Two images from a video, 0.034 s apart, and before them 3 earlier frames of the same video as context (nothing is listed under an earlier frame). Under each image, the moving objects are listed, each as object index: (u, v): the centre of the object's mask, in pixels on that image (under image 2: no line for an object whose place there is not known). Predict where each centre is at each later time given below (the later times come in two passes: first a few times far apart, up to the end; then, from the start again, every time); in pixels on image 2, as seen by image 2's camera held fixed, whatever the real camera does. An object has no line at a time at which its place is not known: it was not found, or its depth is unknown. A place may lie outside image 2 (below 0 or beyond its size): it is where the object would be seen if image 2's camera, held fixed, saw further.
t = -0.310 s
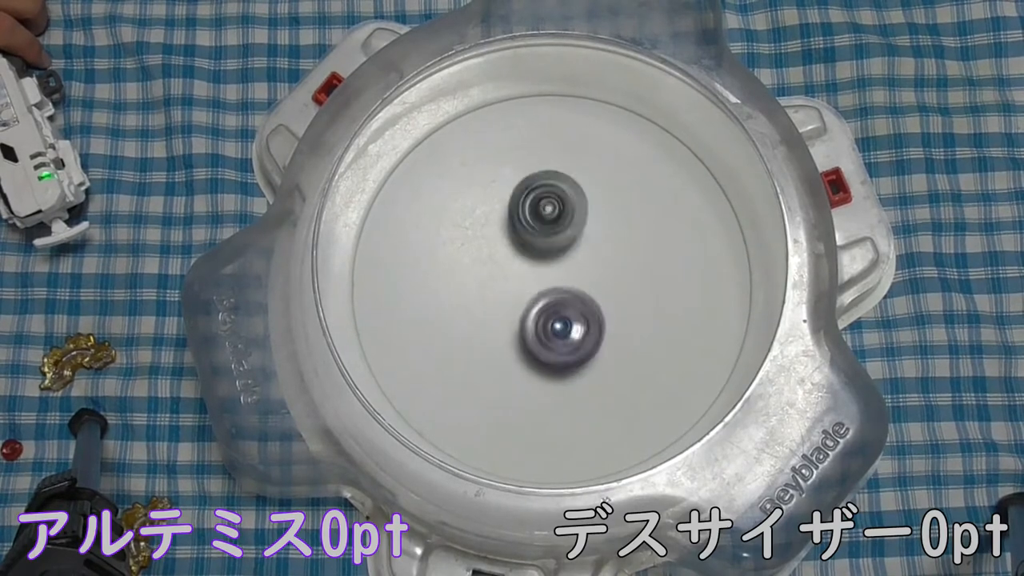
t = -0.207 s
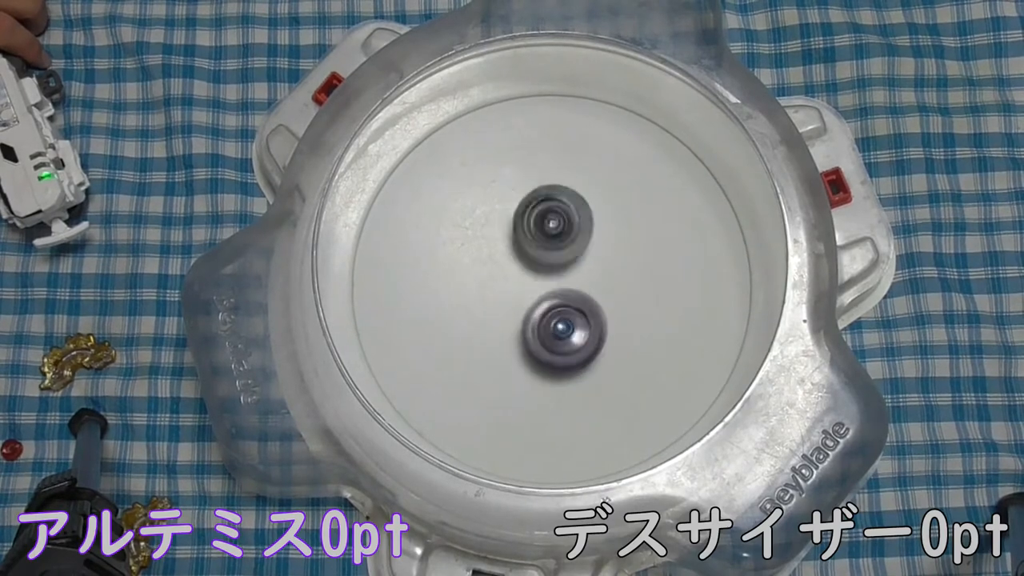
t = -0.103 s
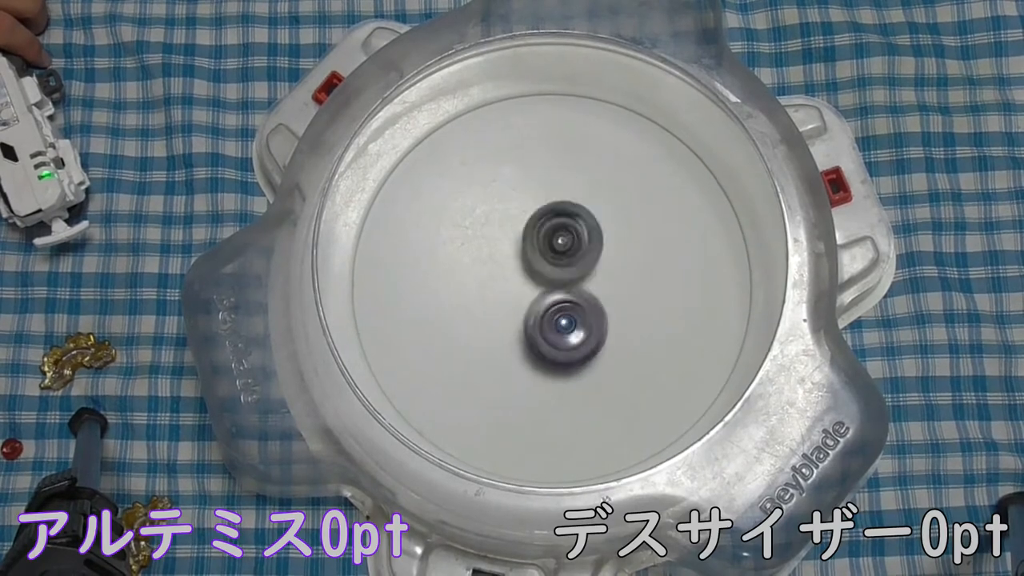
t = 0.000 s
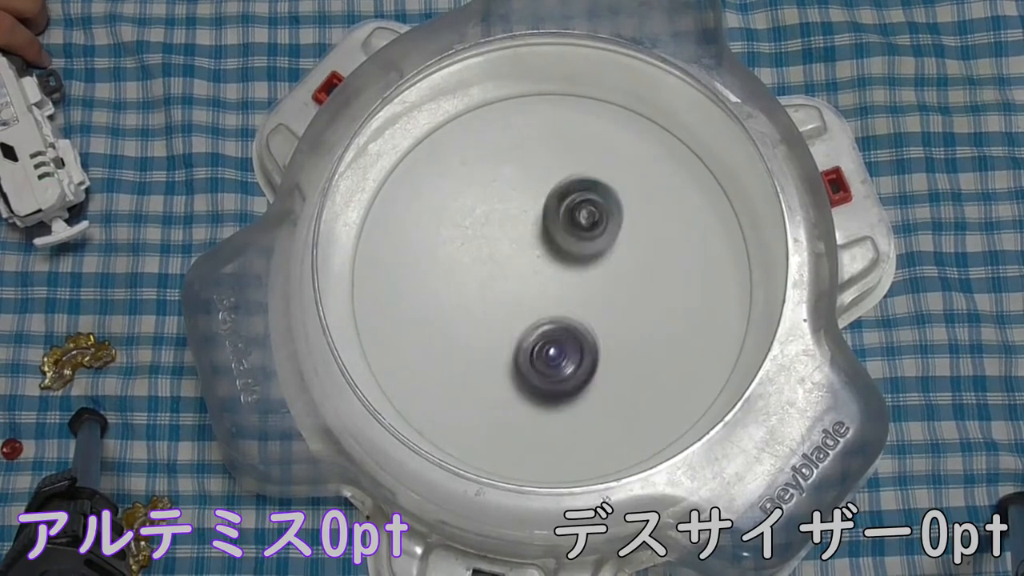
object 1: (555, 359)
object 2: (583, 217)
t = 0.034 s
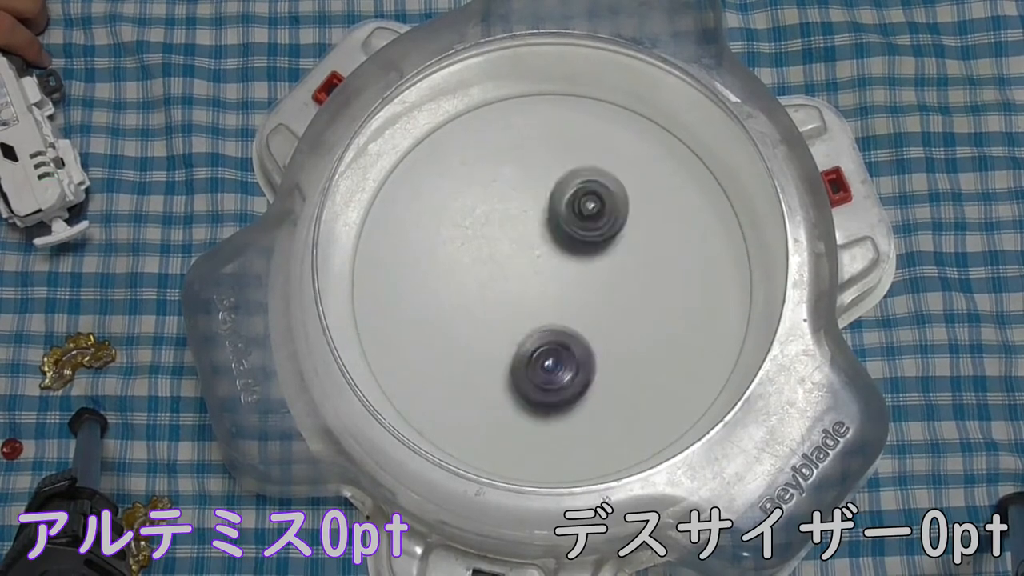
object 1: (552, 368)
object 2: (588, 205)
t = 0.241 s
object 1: (538, 379)
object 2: (594, 180)
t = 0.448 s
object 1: (523, 331)
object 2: (575, 223)
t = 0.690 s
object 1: (482, 268)
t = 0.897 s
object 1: (483, 241)
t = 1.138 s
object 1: (534, 232)
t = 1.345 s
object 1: (592, 240)
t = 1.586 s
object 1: (619, 277)
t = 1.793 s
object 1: (596, 304)
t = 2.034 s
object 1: (537, 326)
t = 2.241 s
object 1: (499, 314)
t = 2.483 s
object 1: (500, 269)
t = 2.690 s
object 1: (531, 235)
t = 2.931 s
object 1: (576, 218)
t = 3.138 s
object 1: (597, 240)
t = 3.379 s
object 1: (629, 277)
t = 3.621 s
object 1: (608, 312)
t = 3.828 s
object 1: (569, 337)
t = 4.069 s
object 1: (511, 321)
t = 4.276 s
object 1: (487, 275)
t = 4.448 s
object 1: (495, 243)
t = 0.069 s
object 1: (549, 374)
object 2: (591, 200)
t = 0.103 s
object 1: (547, 380)
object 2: (592, 194)
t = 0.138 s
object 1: (544, 384)
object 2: (593, 189)
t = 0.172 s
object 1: (542, 384)
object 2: (593, 186)
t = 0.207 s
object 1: (540, 382)
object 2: (595, 182)
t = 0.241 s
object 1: (538, 379)
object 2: (594, 180)
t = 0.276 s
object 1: (538, 376)
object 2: (592, 180)
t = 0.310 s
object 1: (539, 371)
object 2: (590, 184)
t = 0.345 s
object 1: (537, 366)
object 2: (586, 191)
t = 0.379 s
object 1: (530, 352)
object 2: (580, 205)
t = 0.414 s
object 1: (527, 340)
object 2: (576, 216)
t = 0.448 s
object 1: (523, 331)
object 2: (575, 223)
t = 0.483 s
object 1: (518, 319)
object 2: (570, 236)
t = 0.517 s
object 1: (514, 307)
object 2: (567, 246)
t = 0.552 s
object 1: (504, 299)
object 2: (570, 249)
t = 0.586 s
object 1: (497, 290)
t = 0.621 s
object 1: (492, 283)
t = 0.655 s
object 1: (486, 274)
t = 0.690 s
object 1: (482, 268)
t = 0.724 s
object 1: (478, 261)
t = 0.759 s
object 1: (478, 256)
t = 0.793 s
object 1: (476, 250)
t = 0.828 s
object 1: (477, 245)
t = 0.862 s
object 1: (480, 243)
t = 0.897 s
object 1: (483, 241)
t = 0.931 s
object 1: (487, 238)
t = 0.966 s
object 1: (492, 238)
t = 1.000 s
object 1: (499, 236)
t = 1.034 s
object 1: (506, 233)
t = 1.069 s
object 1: (514, 233)
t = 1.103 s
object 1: (523, 233)
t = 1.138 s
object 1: (534, 232)
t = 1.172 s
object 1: (542, 233)
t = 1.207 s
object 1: (553, 233)
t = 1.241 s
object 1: (563, 234)
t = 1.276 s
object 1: (573, 235)
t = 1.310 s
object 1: (583, 237)
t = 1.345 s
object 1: (592, 240)
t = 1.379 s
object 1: (599, 243)
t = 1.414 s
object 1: (611, 251)
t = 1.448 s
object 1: (614, 256)
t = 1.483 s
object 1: (618, 261)
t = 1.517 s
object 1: (620, 264)
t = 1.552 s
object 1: (620, 270)
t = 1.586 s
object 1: (619, 277)
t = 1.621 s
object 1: (618, 279)
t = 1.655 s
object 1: (615, 284)
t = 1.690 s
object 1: (613, 289)
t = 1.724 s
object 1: (608, 293)
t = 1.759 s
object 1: (601, 302)
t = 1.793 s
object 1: (596, 304)
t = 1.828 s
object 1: (589, 310)
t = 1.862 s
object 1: (581, 314)
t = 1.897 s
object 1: (573, 318)
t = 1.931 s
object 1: (564, 322)
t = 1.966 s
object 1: (554, 324)
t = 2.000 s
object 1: (545, 326)
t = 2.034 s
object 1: (537, 326)
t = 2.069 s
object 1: (529, 327)
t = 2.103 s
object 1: (521, 325)
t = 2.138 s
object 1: (514, 324)
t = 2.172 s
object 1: (509, 322)
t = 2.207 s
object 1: (504, 318)
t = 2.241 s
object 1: (499, 314)
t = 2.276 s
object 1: (496, 309)
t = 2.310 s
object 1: (494, 304)
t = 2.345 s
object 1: (494, 299)
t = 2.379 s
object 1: (493, 294)
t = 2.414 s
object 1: (493, 286)
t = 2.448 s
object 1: (498, 274)
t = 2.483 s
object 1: (500, 269)
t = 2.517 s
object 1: (503, 262)
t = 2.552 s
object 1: (508, 255)
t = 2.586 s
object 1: (514, 250)
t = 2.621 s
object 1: (519, 245)
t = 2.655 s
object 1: (524, 240)
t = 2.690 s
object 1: (531, 235)
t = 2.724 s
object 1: (537, 231)
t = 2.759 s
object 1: (543, 226)
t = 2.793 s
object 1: (550, 221)
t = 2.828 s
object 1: (557, 220)
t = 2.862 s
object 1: (564, 218)
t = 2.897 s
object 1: (570, 219)
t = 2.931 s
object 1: (576, 218)
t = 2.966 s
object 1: (580, 221)
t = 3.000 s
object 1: (586, 222)
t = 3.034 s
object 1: (590, 226)
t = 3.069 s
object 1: (593, 230)
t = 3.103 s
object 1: (595, 235)
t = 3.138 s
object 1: (597, 240)
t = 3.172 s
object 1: (599, 248)
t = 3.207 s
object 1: (600, 255)
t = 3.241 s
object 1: (604, 261)
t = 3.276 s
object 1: (612, 266)
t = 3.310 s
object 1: (620, 268)
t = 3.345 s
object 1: (624, 273)
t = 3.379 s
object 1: (629, 277)
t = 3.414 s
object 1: (631, 281)
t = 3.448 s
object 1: (631, 286)
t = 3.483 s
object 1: (627, 294)
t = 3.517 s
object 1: (624, 297)
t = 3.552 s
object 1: (620, 297)
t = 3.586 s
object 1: (614, 302)
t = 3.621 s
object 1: (608, 312)
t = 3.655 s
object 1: (605, 317)
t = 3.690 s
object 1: (599, 322)
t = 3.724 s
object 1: (592, 327)
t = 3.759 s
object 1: (586, 331)
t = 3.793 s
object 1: (578, 334)
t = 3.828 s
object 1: (569, 337)
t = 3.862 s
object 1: (561, 337)
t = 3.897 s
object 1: (552, 338)
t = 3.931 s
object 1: (542, 336)
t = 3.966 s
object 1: (534, 333)
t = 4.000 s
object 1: (526, 331)
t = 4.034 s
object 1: (518, 325)
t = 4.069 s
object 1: (511, 321)
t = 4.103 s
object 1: (506, 315)
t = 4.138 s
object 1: (500, 307)
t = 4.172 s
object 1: (495, 299)
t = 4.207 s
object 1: (492, 292)
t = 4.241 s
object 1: (488, 284)
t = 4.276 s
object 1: (487, 275)
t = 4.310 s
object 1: (486, 267)
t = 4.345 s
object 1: (486, 259)
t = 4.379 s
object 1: (488, 255)
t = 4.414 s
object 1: (490, 249)
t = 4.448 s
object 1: (495, 243)
